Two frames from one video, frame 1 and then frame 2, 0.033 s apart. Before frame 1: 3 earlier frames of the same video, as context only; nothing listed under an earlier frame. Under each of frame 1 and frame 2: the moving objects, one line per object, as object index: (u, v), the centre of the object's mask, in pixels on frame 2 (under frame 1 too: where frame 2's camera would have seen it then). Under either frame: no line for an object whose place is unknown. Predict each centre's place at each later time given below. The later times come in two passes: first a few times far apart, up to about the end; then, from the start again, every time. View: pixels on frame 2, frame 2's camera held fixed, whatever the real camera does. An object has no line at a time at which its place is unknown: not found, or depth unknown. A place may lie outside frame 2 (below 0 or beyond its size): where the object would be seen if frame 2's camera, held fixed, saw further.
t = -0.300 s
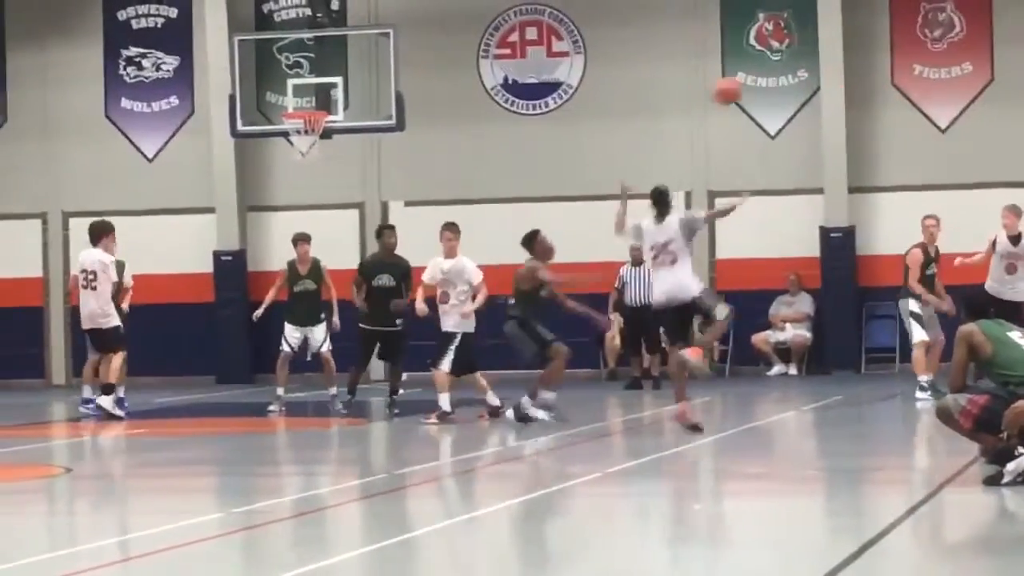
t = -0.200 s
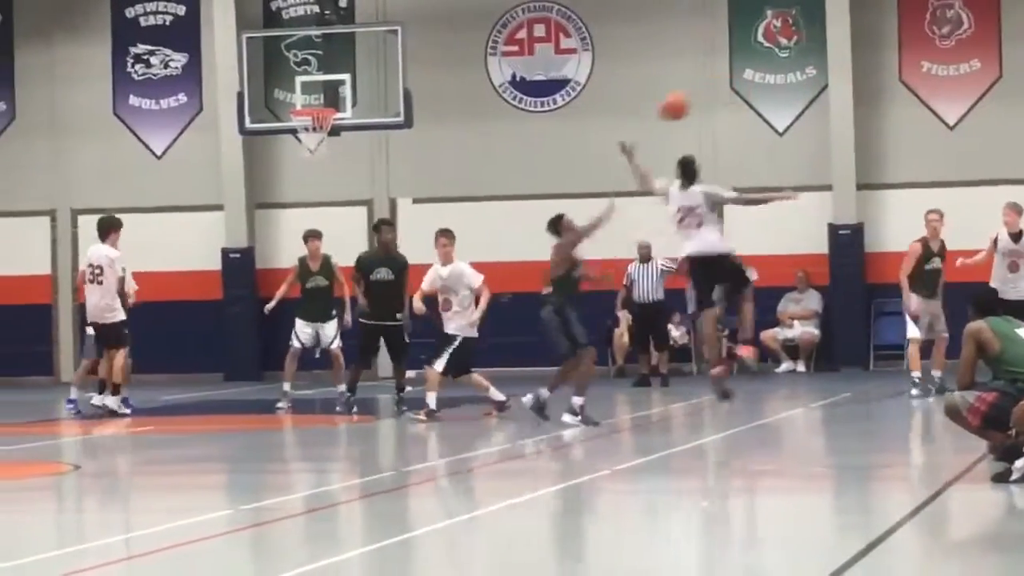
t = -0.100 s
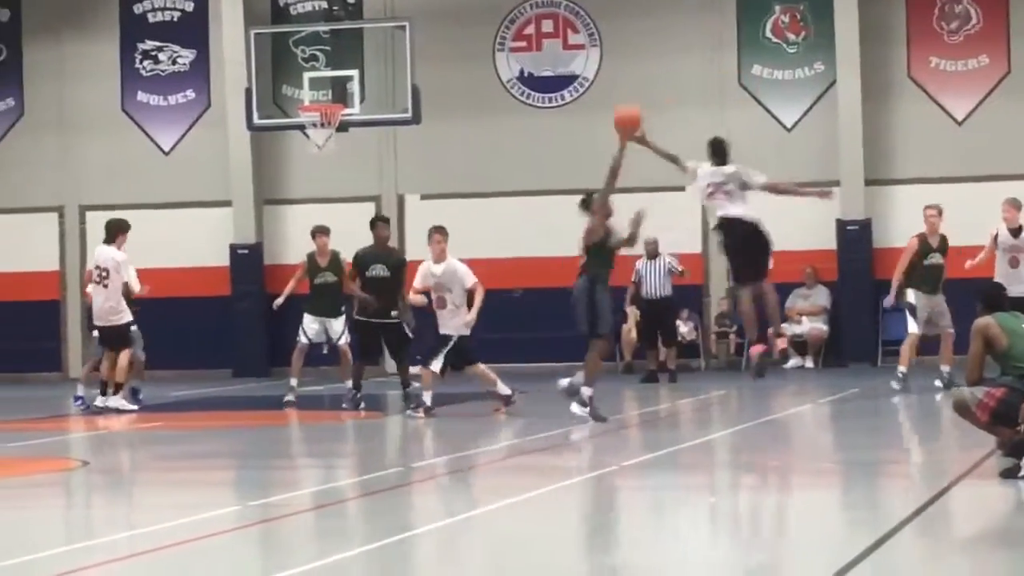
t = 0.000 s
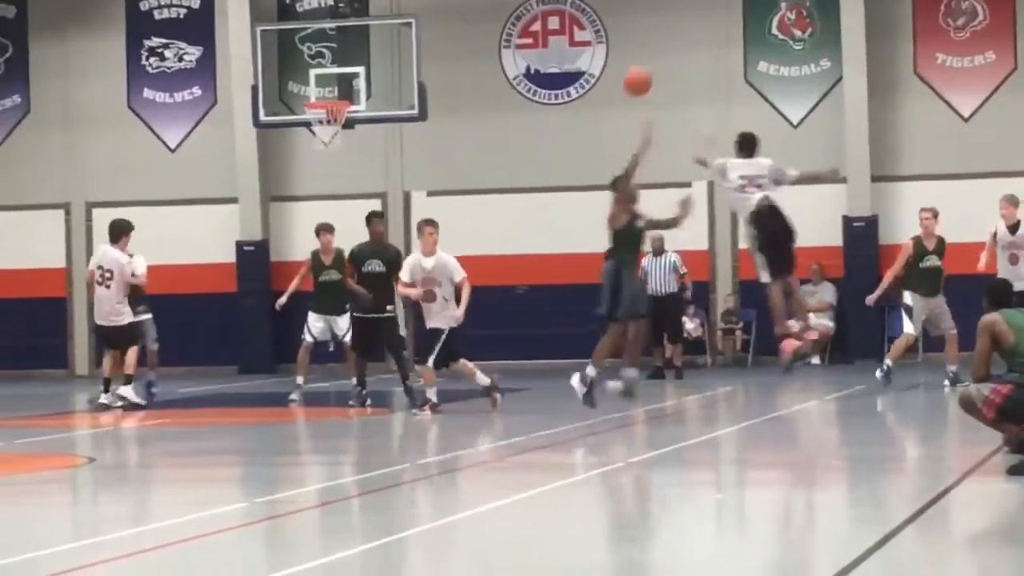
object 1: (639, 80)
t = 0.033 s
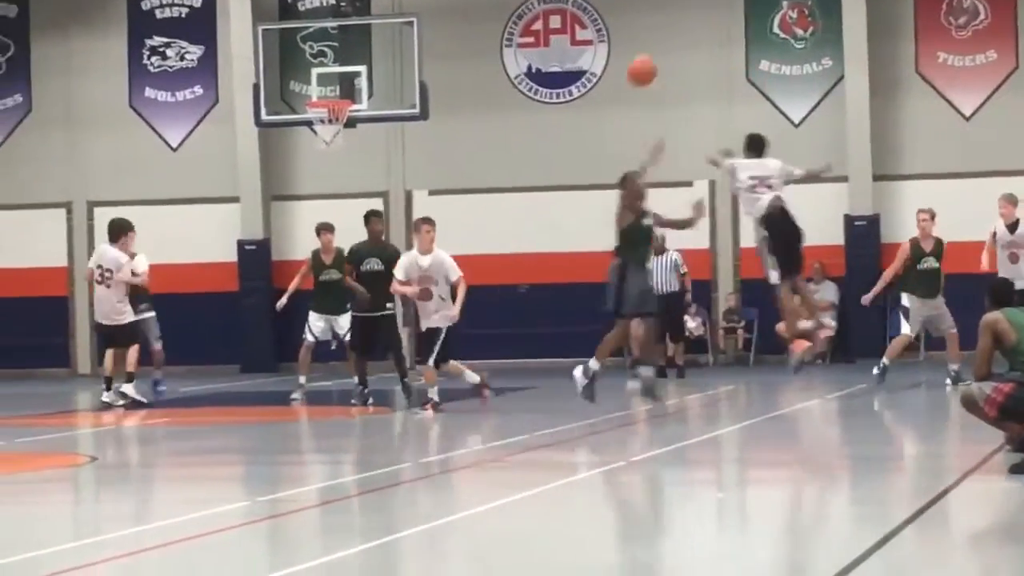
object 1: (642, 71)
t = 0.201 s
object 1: (659, 40)
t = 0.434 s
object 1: (682, 69)
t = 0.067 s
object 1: (644, 62)
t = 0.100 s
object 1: (647, 56)
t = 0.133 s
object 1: (650, 50)
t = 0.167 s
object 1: (656, 42)
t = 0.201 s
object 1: (659, 40)
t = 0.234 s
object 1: (661, 40)
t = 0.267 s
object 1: (665, 41)
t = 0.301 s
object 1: (668, 44)
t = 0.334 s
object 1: (671, 48)
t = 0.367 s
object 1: (674, 53)
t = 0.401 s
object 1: (678, 60)
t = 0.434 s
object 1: (682, 69)
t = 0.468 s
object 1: (685, 79)
